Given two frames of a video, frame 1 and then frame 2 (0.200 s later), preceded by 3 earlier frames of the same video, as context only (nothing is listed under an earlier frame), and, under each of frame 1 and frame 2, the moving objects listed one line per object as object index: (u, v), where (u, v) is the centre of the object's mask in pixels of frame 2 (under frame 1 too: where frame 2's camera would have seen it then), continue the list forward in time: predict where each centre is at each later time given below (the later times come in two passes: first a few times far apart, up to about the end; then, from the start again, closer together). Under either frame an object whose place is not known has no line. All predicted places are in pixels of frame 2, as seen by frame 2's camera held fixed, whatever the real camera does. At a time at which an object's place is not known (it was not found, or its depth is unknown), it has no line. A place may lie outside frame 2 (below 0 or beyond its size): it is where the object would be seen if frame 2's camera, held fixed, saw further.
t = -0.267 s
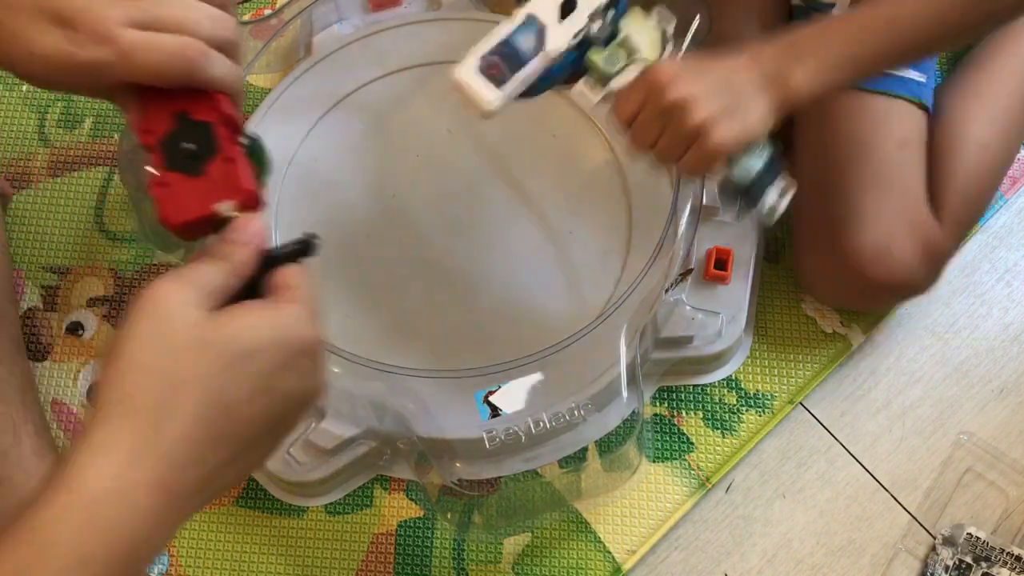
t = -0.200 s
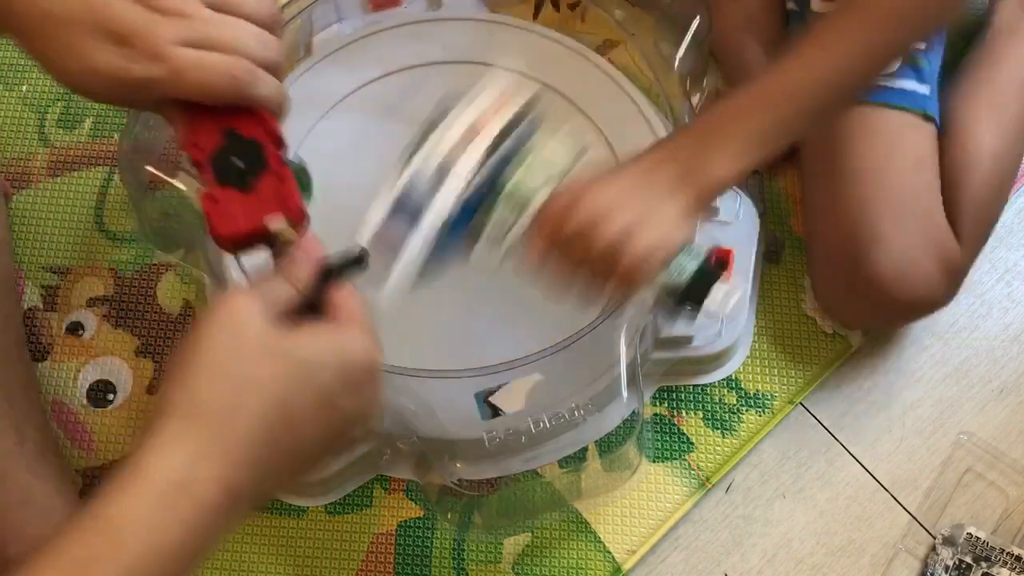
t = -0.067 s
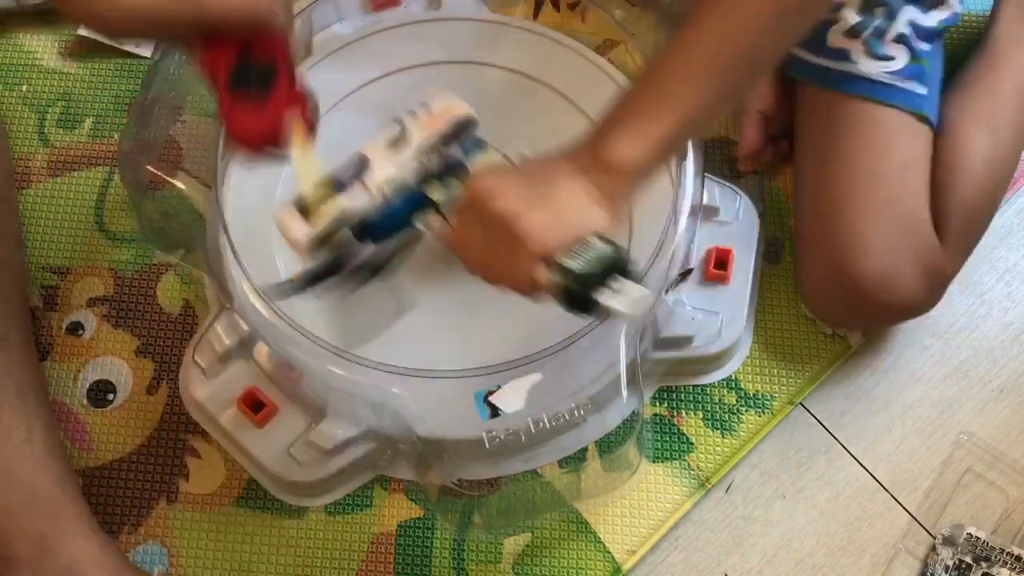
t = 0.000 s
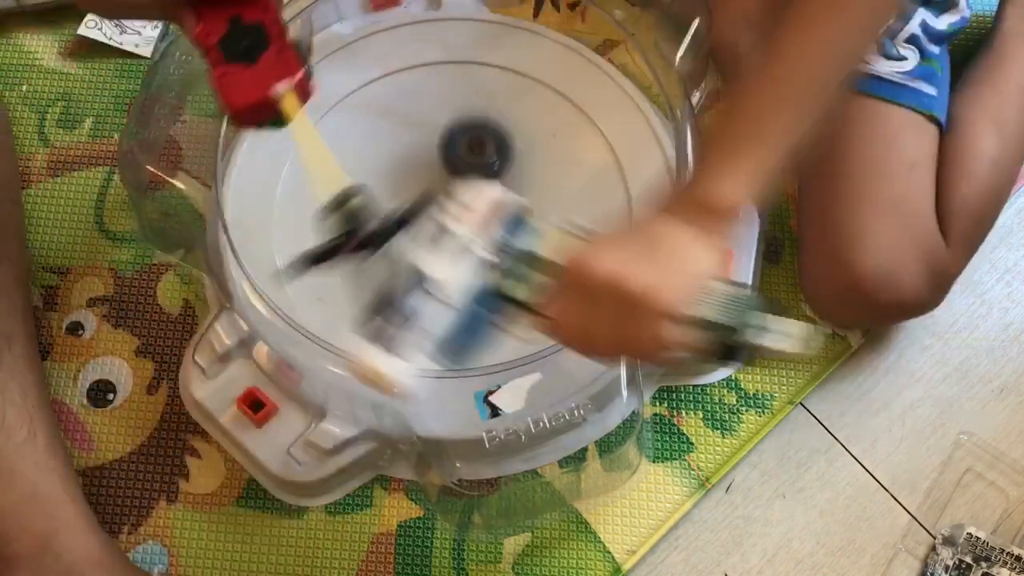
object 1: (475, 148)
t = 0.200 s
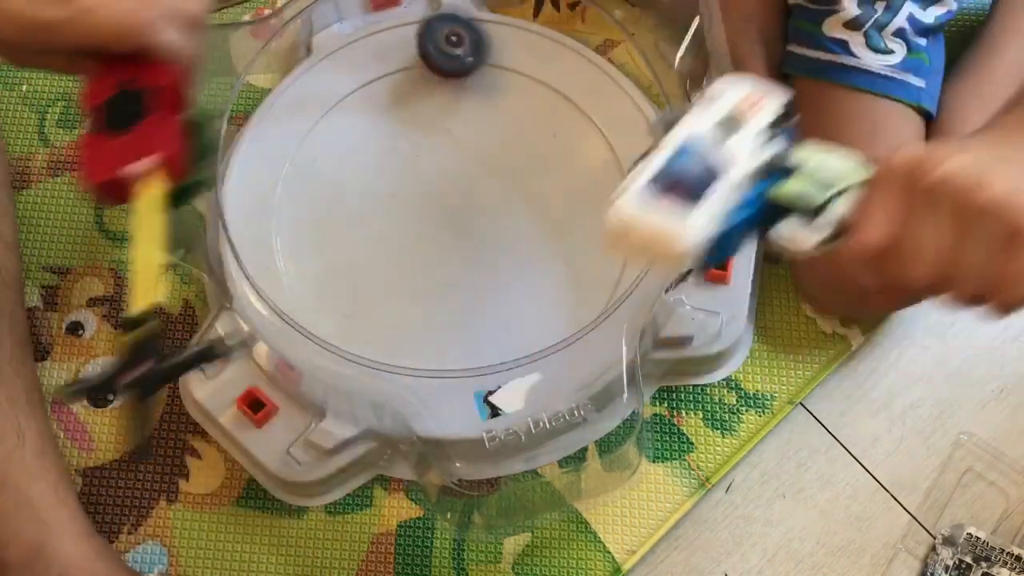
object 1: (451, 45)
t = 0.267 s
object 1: (433, 57)
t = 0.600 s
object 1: (408, 226)
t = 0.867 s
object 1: (501, 236)
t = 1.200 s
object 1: (545, 130)
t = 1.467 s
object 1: (486, 118)
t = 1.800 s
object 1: (464, 260)
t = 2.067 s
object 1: (535, 278)
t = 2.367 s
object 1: (531, 209)
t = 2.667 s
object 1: (394, 210)
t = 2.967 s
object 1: (364, 269)
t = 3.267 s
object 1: (463, 245)
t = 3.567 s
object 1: (455, 142)
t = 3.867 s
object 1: (392, 124)
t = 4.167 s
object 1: (441, 228)
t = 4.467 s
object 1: (526, 223)
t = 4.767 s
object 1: (554, 167)
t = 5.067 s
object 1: (434, 200)
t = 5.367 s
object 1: (408, 271)
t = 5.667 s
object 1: (473, 289)
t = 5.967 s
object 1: (474, 180)
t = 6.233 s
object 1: (416, 142)
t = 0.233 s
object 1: (442, 48)
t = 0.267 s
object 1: (433, 57)
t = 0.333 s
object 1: (416, 85)
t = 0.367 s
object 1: (410, 102)
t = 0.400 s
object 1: (404, 119)
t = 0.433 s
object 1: (400, 139)
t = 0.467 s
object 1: (398, 158)
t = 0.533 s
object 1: (399, 195)
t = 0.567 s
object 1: (402, 212)
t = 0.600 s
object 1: (408, 226)
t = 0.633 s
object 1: (415, 237)
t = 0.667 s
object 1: (425, 246)
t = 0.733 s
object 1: (449, 254)
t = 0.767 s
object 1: (462, 253)
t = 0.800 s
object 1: (475, 250)
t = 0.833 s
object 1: (488, 244)
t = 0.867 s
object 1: (501, 236)
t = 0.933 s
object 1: (523, 217)
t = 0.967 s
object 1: (532, 205)
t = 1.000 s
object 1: (539, 194)
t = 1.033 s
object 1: (545, 182)
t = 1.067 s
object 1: (549, 170)
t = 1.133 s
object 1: (550, 148)
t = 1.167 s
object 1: (548, 138)
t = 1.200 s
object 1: (545, 130)
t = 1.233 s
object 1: (541, 124)
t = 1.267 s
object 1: (536, 120)
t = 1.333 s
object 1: (525, 112)
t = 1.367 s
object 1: (518, 109)
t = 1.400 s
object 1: (509, 109)
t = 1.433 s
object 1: (498, 111)
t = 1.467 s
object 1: (486, 118)
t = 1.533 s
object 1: (464, 144)
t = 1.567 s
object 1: (457, 161)
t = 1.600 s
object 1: (452, 178)
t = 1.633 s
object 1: (449, 195)
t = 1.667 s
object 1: (448, 212)
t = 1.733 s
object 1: (452, 239)
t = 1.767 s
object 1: (457, 250)
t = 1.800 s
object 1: (464, 260)
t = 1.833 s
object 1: (473, 267)
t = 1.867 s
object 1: (482, 273)
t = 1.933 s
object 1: (503, 280)
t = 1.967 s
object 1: (512, 281)
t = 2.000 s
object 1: (521, 280)
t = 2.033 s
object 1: (528, 280)
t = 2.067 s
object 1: (535, 278)
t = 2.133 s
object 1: (547, 272)
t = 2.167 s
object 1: (553, 268)
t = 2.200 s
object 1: (559, 261)
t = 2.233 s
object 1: (561, 252)
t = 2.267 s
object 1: (561, 241)
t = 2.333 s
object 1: (545, 219)
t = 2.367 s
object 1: (531, 209)
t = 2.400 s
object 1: (515, 202)
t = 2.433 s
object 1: (498, 197)
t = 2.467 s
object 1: (480, 194)
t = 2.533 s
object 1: (445, 193)
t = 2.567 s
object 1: (430, 195)
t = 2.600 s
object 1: (416, 199)
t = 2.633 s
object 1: (404, 204)
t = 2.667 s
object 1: (394, 210)
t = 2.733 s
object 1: (379, 224)
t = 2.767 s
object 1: (375, 232)
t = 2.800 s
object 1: (372, 239)
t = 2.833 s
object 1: (369, 245)
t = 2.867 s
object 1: (366, 251)
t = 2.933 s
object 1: (363, 263)
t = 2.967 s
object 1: (364, 269)
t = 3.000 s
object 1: (367, 276)
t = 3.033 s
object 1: (372, 283)
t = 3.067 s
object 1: (382, 288)
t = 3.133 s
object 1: (410, 288)
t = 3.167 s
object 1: (425, 282)
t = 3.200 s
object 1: (440, 271)
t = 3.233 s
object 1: (452, 259)
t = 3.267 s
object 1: (463, 245)
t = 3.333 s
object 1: (475, 214)
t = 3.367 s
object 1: (478, 199)
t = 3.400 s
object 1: (479, 186)
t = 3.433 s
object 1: (477, 175)
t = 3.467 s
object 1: (473, 164)
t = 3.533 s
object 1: (462, 148)
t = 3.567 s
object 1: (455, 142)
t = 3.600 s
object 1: (449, 137)
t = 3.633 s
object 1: (443, 133)
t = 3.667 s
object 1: (437, 129)
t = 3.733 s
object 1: (425, 122)
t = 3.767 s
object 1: (418, 120)
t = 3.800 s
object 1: (409, 119)
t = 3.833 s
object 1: (401, 121)
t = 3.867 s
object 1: (392, 124)
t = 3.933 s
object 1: (380, 144)
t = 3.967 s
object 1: (379, 158)
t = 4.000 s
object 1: (383, 174)
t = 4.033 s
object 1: (390, 188)
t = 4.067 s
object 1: (401, 202)
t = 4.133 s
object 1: (427, 222)
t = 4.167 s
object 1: (441, 228)
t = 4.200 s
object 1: (455, 233)
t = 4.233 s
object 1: (468, 236)
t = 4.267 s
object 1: (479, 237)
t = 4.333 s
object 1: (498, 234)
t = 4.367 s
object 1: (506, 232)
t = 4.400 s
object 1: (513, 228)
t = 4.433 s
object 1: (519, 225)
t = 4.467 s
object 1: (526, 223)
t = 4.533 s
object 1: (540, 217)
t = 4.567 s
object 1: (547, 212)
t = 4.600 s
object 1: (553, 207)
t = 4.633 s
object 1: (559, 201)
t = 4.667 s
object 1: (562, 193)
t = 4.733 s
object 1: (561, 176)
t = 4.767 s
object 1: (554, 167)
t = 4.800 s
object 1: (543, 161)
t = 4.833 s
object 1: (529, 158)
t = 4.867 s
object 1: (513, 158)
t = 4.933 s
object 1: (484, 166)
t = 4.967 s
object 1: (469, 173)
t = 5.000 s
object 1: (456, 182)
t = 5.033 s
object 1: (444, 191)
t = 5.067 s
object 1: (434, 200)
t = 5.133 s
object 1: (419, 219)
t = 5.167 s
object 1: (414, 229)
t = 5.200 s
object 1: (411, 237)
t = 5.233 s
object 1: (408, 244)
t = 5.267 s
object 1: (408, 250)
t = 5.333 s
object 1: (407, 264)
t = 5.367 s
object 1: (408, 271)
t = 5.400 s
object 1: (410, 278)
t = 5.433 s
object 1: (412, 284)
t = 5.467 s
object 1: (416, 290)
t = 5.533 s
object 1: (430, 300)
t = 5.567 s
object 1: (440, 301)
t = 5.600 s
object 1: (451, 301)
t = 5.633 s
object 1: (463, 296)
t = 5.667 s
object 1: (473, 289)
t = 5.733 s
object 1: (488, 266)
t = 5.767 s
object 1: (492, 253)
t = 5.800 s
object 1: (493, 240)
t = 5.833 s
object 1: (492, 226)
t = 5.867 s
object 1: (489, 213)
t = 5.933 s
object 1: (480, 189)
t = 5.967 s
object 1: (474, 180)
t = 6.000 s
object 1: (467, 171)
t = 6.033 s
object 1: (459, 163)
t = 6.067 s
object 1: (452, 158)
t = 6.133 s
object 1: (437, 149)
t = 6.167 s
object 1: (430, 146)
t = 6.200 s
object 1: (423, 144)
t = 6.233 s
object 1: (416, 142)
